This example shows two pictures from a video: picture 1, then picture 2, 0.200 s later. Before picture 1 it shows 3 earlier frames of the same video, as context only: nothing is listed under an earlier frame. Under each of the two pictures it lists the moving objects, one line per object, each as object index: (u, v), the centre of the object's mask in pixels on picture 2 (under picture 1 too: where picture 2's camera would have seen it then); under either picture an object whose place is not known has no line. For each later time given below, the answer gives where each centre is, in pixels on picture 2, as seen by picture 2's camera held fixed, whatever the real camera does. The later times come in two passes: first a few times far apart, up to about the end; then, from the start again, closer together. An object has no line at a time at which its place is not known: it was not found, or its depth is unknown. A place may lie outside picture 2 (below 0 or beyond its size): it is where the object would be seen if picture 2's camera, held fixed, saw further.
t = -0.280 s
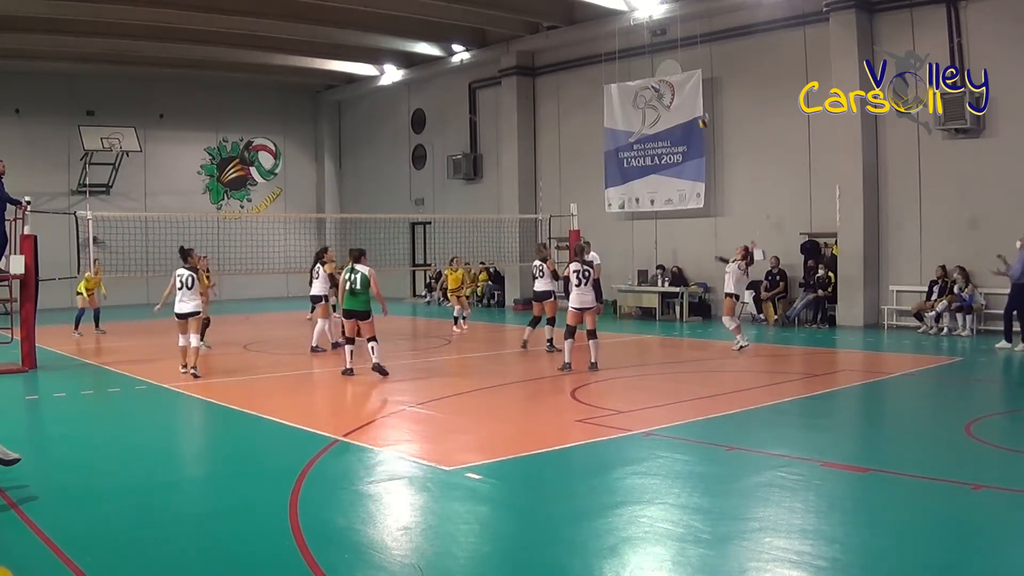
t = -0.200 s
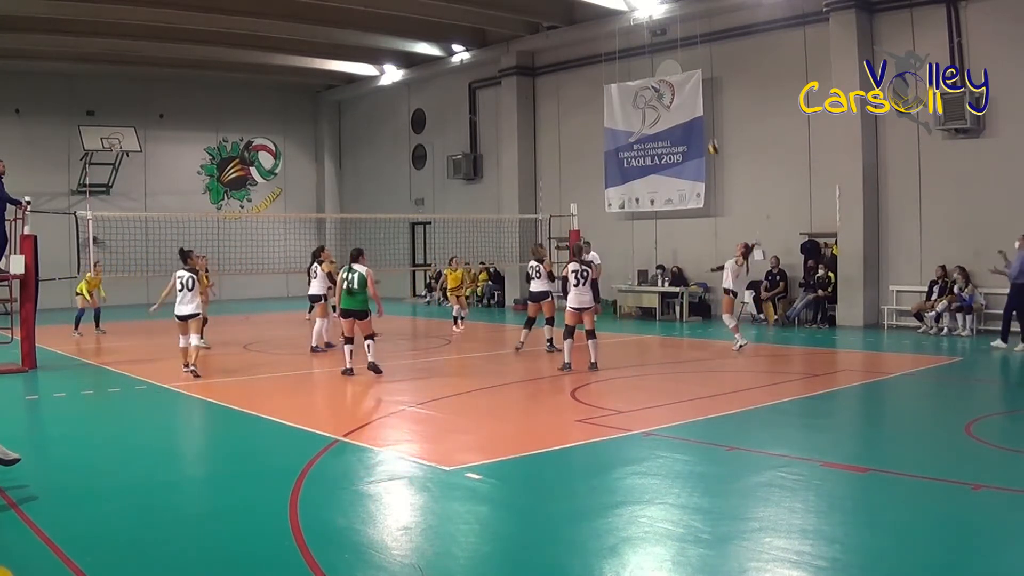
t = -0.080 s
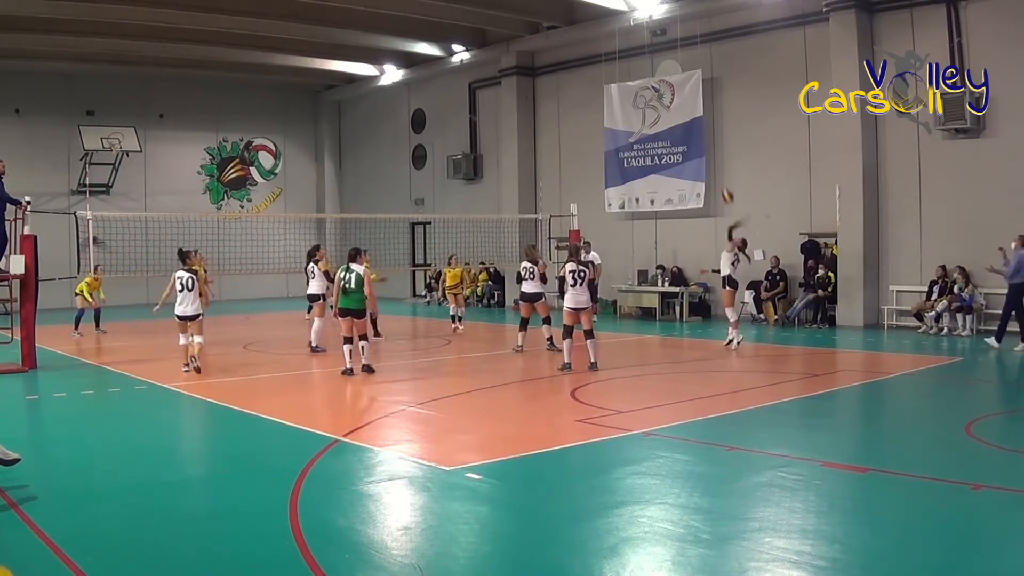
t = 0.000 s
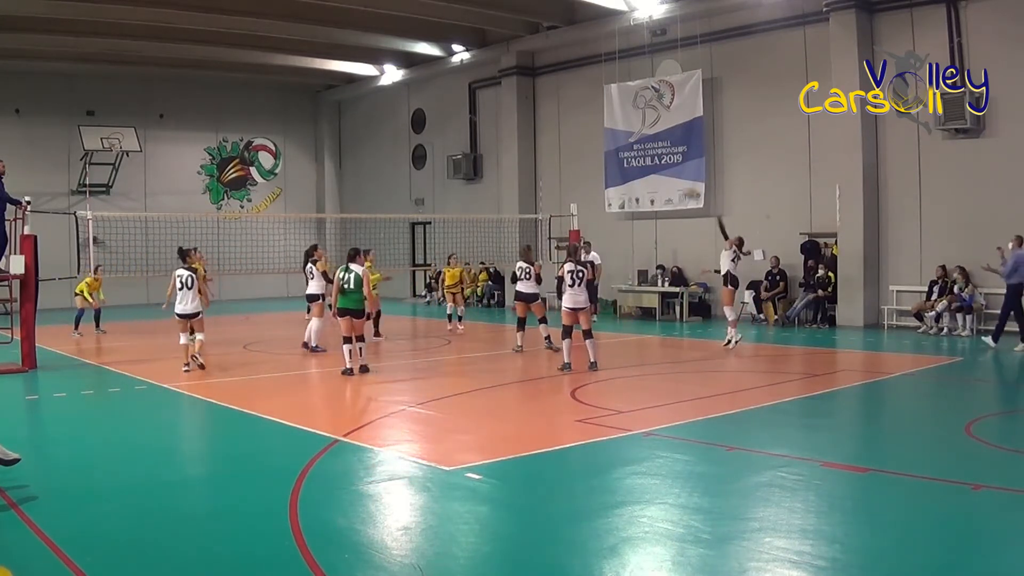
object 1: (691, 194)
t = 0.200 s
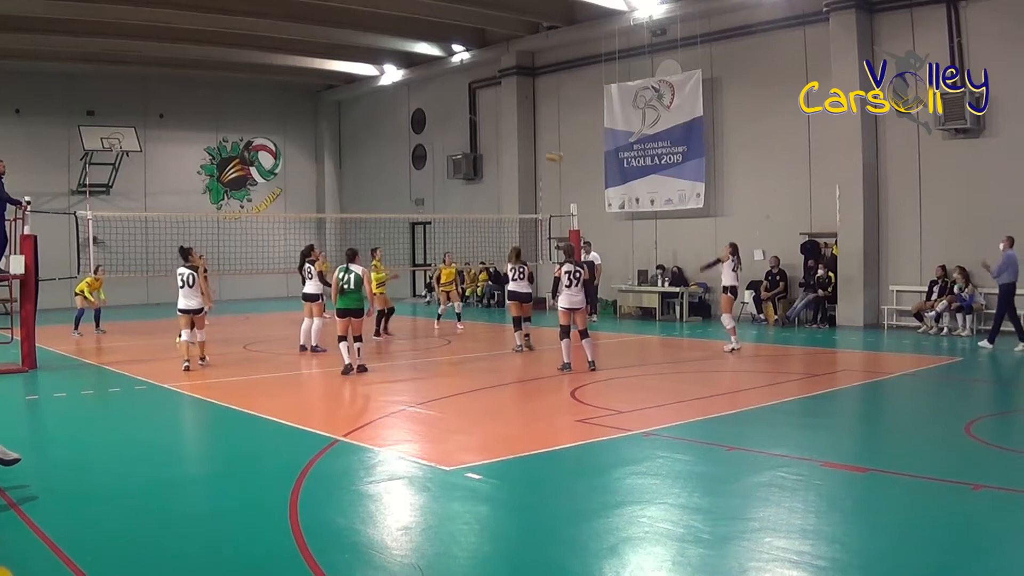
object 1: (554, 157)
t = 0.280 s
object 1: (503, 151)
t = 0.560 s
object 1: (349, 163)
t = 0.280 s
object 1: (503, 151)
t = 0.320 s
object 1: (479, 149)
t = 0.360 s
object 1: (454, 150)
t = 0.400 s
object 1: (432, 151)
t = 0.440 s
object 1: (411, 152)
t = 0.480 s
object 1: (390, 155)
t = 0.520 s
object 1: (369, 158)
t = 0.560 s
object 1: (349, 163)
